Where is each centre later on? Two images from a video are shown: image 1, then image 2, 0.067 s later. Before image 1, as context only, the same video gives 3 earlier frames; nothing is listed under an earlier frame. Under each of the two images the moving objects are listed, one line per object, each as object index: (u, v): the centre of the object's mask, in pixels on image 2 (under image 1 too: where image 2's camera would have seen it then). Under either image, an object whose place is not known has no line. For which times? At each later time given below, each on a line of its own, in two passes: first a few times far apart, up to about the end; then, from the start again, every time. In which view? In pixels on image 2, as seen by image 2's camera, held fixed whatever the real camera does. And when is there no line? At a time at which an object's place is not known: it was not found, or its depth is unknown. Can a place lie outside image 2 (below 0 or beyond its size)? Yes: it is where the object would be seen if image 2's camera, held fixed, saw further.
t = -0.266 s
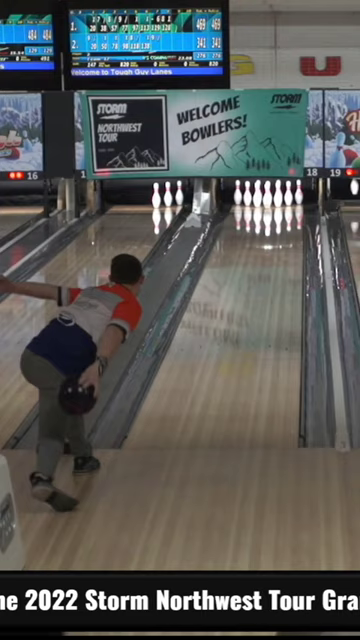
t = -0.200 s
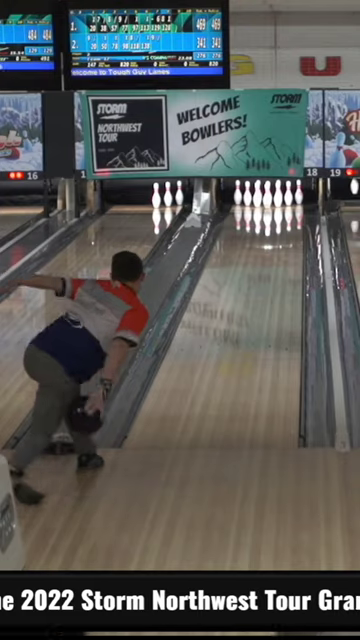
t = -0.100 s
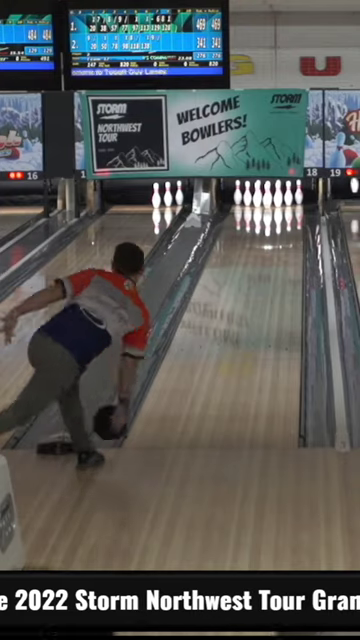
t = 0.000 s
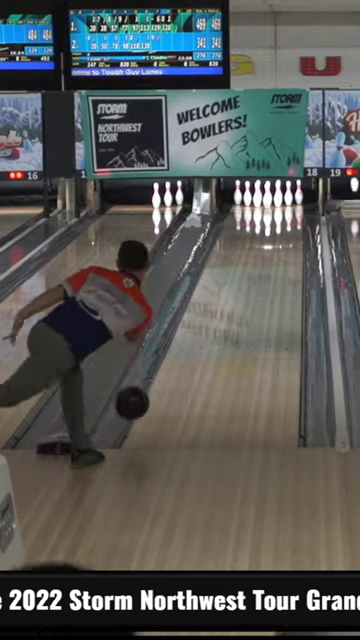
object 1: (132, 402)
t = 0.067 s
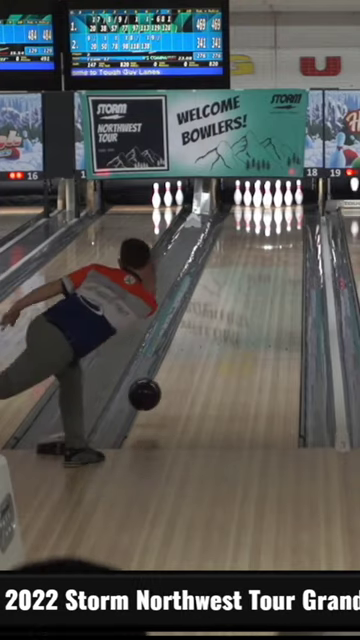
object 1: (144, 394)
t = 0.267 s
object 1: (176, 369)
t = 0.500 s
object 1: (206, 335)
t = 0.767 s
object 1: (232, 303)
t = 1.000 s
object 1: (249, 281)
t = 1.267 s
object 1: (265, 260)
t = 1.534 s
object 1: (277, 242)
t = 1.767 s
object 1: (283, 229)
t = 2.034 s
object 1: (284, 216)
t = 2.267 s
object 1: (279, 207)
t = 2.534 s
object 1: (276, 200)
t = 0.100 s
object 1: (150, 393)
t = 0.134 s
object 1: (156, 393)
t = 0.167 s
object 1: (162, 386)
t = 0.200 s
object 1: (167, 378)
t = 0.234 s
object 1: (172, 373)
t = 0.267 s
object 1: (176, 369)
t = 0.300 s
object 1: (181, 364)
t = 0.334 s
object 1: (186, 359)
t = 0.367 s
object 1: (190, 354)
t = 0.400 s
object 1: (192, 351)
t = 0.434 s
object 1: (198, 344)
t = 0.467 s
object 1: (202, 340)
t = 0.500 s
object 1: (206, 335)
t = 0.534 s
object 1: (209, 331)
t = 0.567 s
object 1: (213, 326)
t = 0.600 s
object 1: (216, 322)
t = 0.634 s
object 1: (220, 318)
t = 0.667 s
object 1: (223, 314)
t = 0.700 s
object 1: (226, 311)
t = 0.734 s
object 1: (229, 307)
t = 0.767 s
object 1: (232, 303)
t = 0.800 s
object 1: (233, 301)
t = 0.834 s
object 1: (237, 296)
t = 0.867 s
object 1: (240, 293)
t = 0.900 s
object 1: (242, 290)
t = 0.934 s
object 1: (245, 287)
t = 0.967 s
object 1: (247, 284)
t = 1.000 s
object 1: (249, 281)
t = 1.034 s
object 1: (252, 278)
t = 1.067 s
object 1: (254, 275)
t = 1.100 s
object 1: (256, 272)
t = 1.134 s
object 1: (258, 270)
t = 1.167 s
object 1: (260, 267)
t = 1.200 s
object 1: (261, 266)
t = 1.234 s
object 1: (263, 262)
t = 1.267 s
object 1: (265, 260)
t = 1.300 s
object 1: (267, 257)
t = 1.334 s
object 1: (268, 255)
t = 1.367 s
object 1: (270, 252)
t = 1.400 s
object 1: (271, 250)
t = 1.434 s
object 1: (273, 248)
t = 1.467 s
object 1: (274, 246)
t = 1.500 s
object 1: (275, 244)
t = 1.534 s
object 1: (277, 242)
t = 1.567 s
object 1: (277, 241)
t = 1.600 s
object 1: (278, 239)
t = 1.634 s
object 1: (280, 236)
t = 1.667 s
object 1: (281, 234)
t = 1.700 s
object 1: (281, 232)
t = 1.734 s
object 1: (282, 230)
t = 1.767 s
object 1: (283, 229)
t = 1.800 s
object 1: (284, 227)
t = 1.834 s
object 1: (284, 226)
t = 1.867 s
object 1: (285, 224)
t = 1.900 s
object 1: (285, 222)
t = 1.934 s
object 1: (285, 221)
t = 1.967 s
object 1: (285, 220)
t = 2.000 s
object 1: (284, 218)
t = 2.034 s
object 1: (284, 216)
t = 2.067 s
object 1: (284, 215)
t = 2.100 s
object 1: (283, 214)
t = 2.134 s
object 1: (283, 212)
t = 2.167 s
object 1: (282, 211)
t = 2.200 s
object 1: (281, 210)
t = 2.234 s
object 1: (280, 209)
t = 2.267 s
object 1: (279, 207)
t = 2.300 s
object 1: (278, 206)
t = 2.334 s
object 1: (277, 205)
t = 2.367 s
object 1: (277, 204)
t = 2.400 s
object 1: (275, 203)
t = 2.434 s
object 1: (275, 202)
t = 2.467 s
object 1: (276, 201)
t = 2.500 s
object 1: (276, 200)
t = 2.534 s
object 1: (276, 200)
